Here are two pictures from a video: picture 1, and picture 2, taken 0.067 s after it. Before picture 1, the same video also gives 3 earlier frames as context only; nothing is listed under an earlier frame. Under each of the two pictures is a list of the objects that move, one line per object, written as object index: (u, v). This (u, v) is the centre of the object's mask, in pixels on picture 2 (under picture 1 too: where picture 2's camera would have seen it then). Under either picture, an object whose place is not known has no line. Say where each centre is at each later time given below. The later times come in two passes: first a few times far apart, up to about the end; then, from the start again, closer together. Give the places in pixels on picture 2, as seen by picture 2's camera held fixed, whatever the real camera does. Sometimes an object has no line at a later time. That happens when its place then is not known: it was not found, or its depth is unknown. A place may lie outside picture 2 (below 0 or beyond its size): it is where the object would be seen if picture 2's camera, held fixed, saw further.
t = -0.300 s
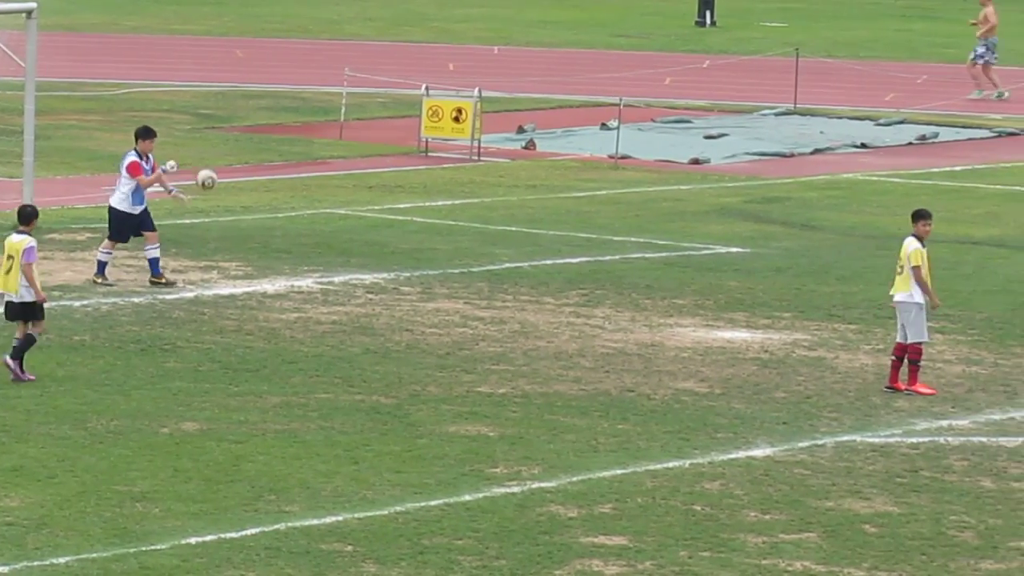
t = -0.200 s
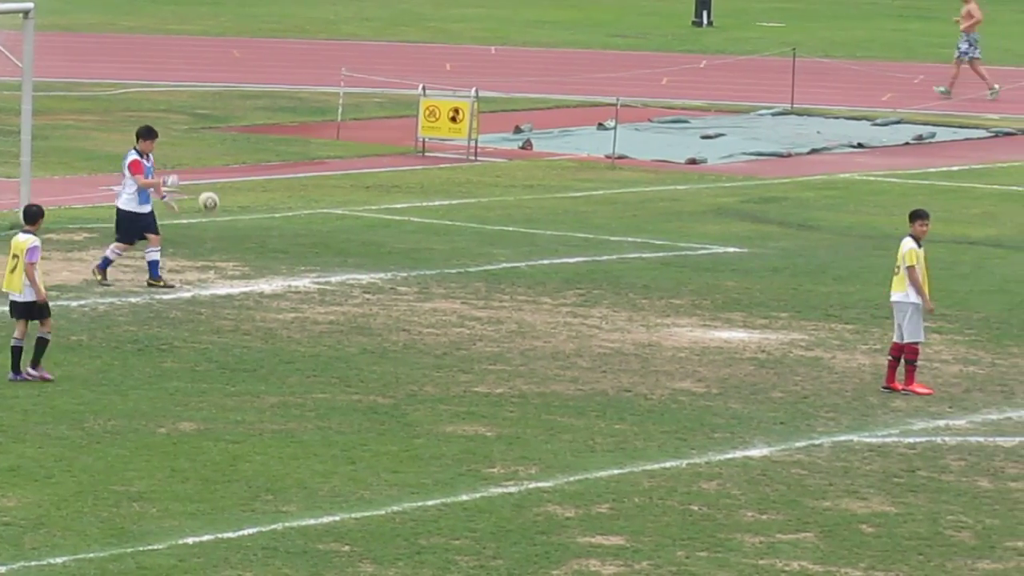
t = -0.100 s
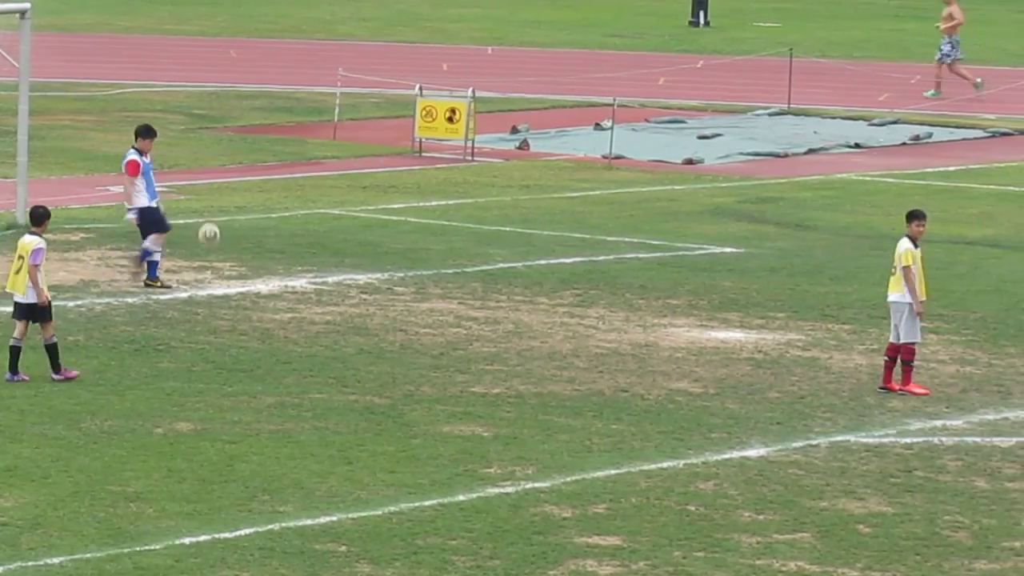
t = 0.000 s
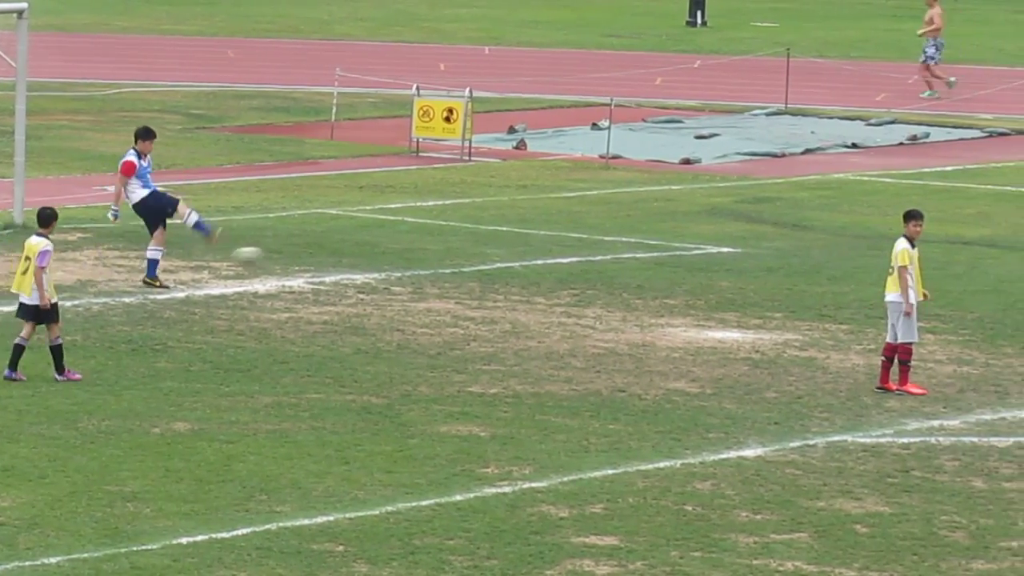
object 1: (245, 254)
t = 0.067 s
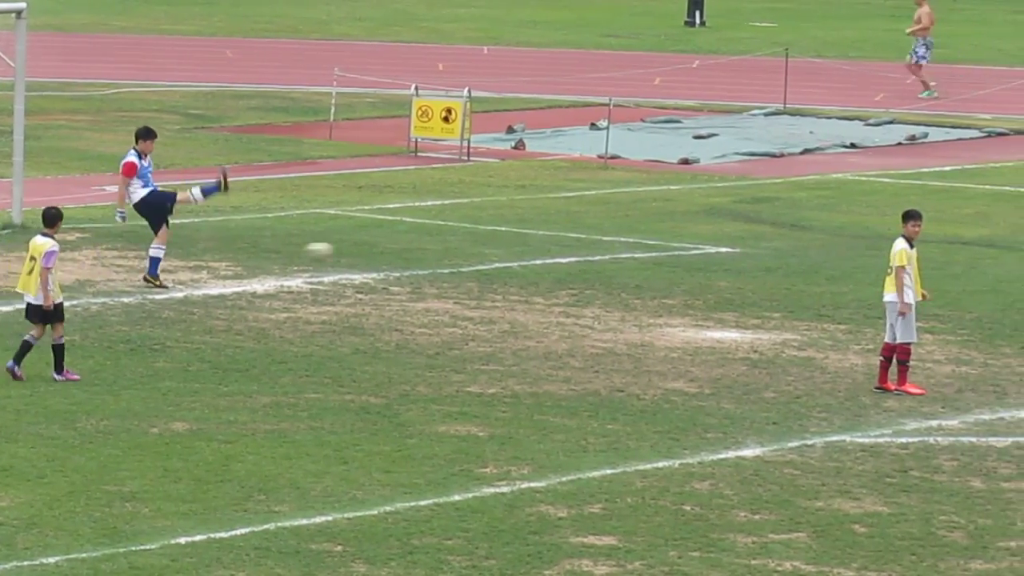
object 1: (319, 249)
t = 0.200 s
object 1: (463, 257)
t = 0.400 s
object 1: (680, 296)
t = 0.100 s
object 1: (356, 250)
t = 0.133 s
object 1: (391, 249)
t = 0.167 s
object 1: (428, 251)
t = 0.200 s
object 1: (463, 257)
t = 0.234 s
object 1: (499, 260)
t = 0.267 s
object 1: (536, 264)
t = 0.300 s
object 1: (572, 270)
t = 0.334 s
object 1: (607, 278)
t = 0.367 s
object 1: (644, 288)
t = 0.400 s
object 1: (680, 296)
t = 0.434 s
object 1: (715, 309)
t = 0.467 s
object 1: (746, 304)
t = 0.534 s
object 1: (803, 302)
